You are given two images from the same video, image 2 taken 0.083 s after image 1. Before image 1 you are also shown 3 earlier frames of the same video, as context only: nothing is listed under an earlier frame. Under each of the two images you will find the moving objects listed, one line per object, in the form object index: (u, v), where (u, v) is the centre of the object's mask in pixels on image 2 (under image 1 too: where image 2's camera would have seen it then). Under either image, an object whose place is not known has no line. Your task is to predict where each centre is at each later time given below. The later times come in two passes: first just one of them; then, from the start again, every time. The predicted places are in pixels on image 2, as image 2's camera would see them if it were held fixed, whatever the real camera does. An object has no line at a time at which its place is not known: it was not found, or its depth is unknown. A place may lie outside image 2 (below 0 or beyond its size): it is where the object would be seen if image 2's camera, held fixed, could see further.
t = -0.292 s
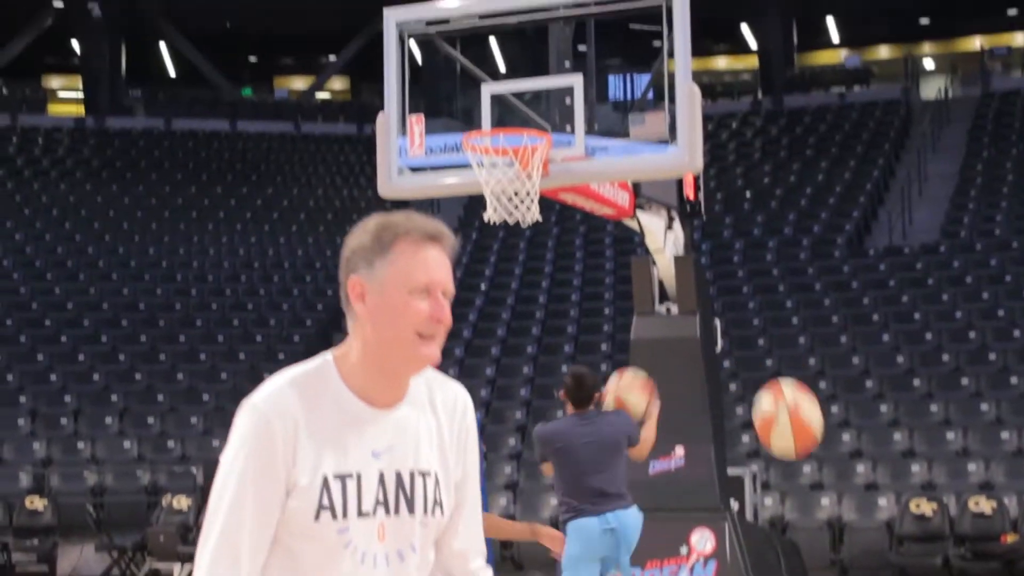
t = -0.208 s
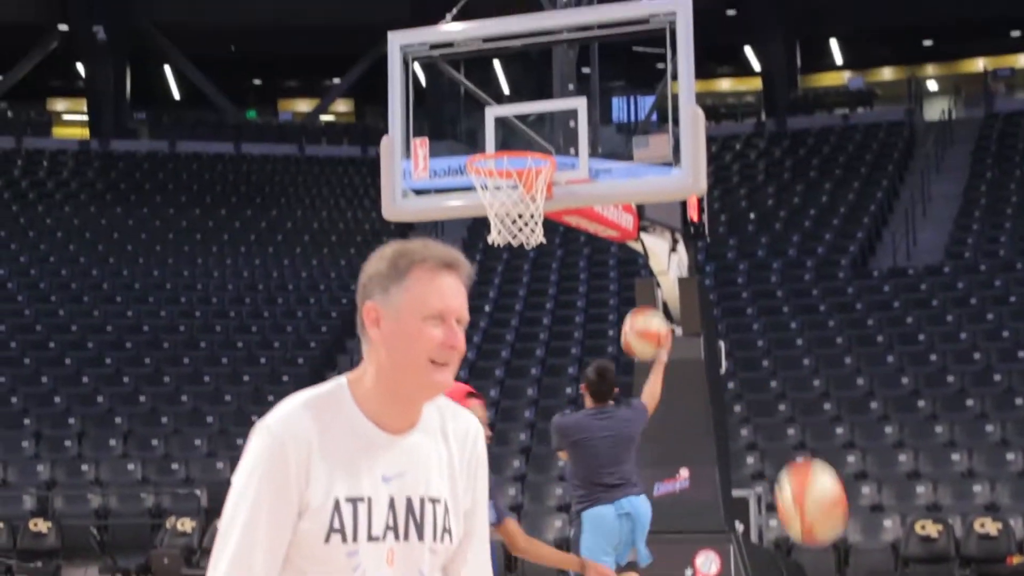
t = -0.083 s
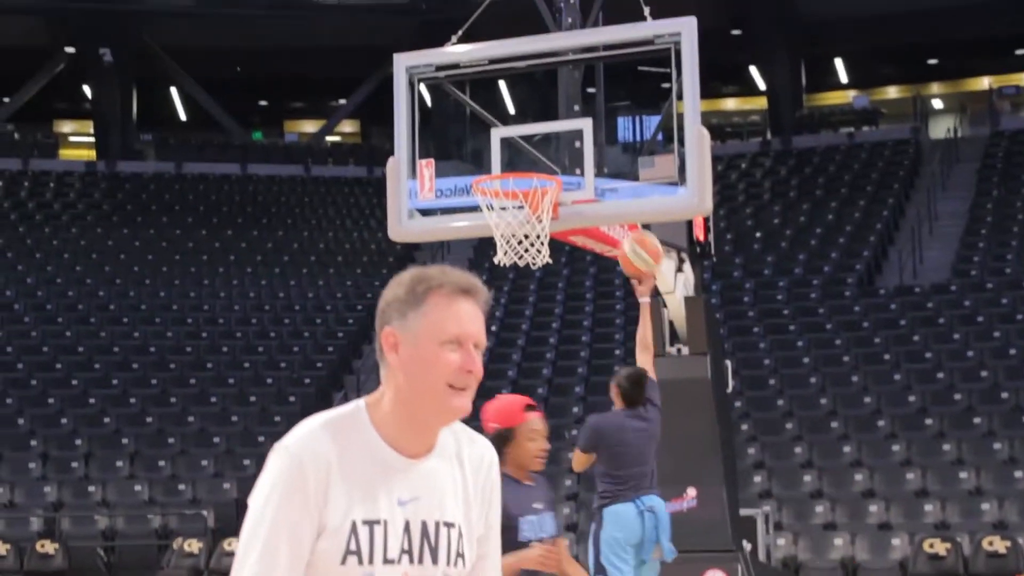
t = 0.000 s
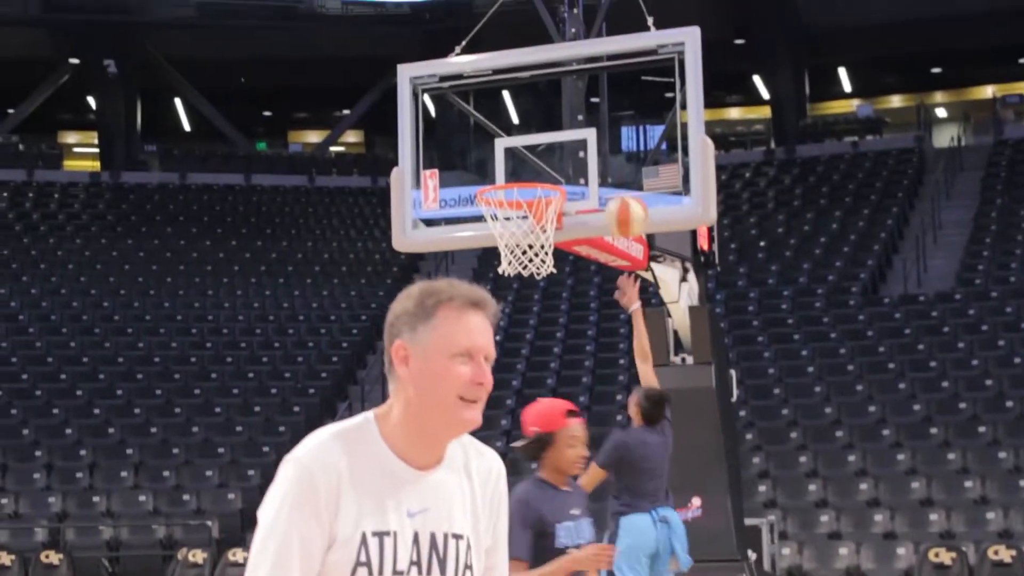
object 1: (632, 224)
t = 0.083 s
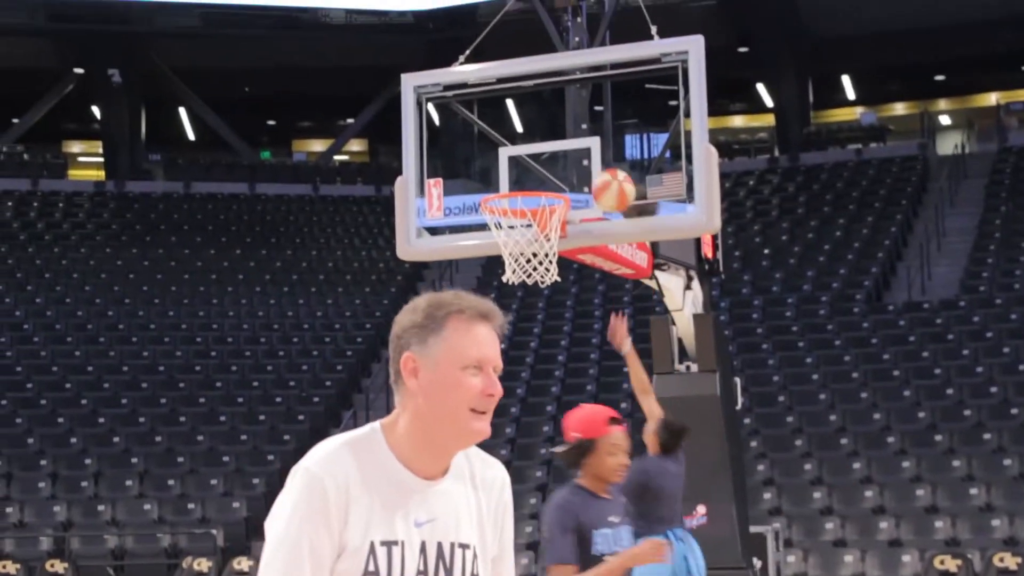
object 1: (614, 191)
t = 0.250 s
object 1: (573, 165)
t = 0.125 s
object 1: (605, 180)
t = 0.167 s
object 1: (596, 172)
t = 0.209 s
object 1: (585, 167)
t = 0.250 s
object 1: (573, 165)
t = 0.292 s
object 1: (562, 166)
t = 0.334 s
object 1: (549, 171)
